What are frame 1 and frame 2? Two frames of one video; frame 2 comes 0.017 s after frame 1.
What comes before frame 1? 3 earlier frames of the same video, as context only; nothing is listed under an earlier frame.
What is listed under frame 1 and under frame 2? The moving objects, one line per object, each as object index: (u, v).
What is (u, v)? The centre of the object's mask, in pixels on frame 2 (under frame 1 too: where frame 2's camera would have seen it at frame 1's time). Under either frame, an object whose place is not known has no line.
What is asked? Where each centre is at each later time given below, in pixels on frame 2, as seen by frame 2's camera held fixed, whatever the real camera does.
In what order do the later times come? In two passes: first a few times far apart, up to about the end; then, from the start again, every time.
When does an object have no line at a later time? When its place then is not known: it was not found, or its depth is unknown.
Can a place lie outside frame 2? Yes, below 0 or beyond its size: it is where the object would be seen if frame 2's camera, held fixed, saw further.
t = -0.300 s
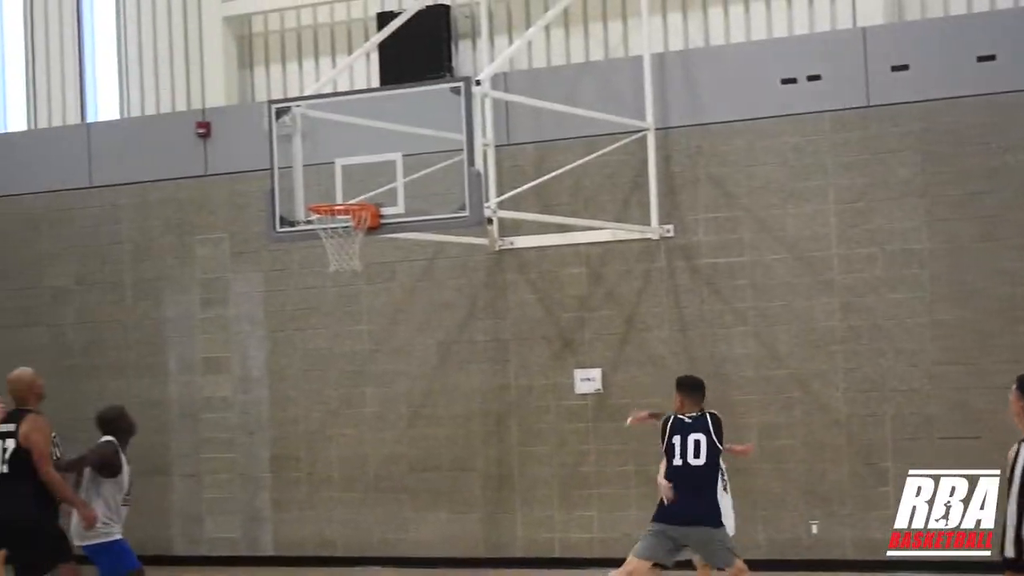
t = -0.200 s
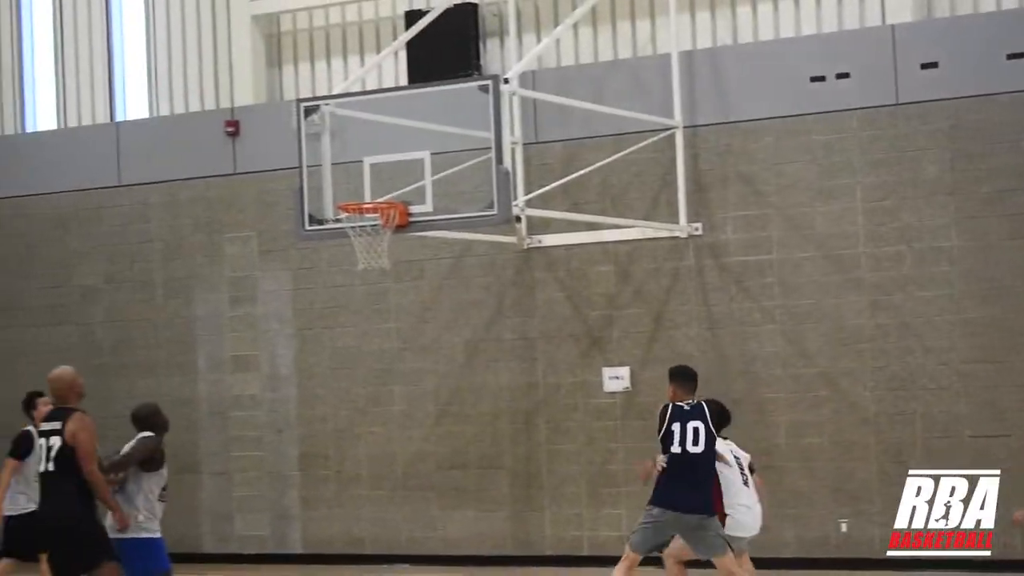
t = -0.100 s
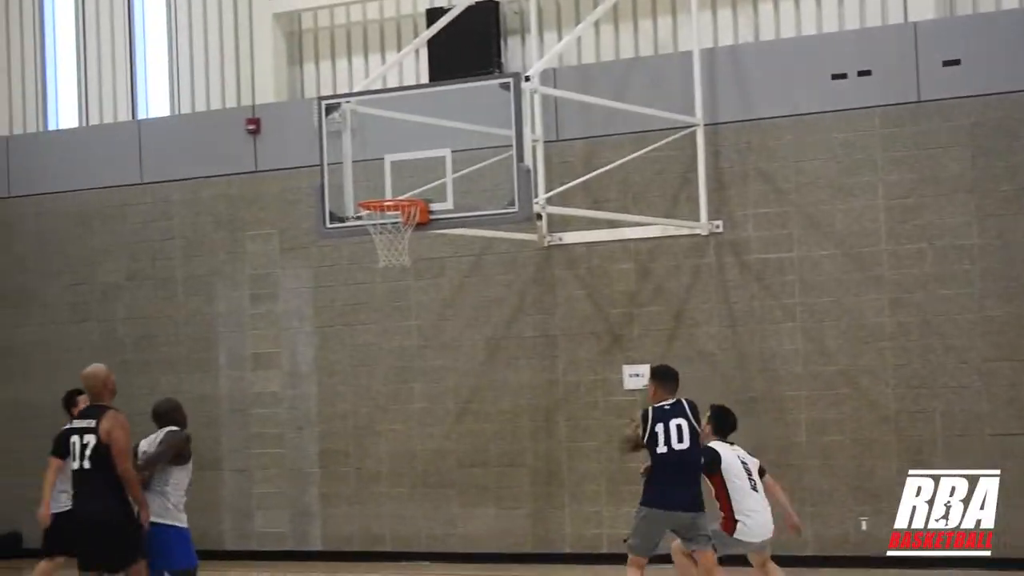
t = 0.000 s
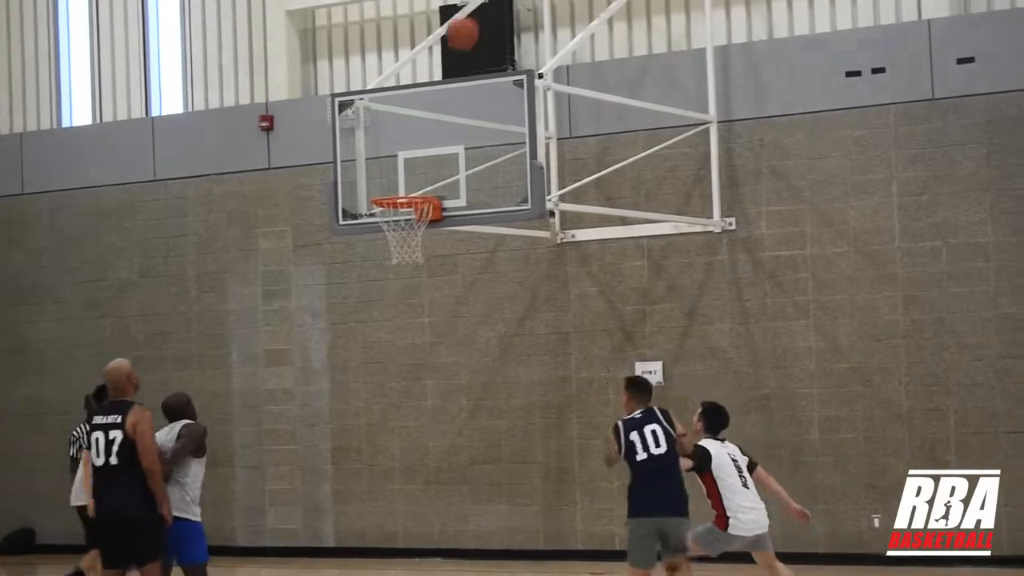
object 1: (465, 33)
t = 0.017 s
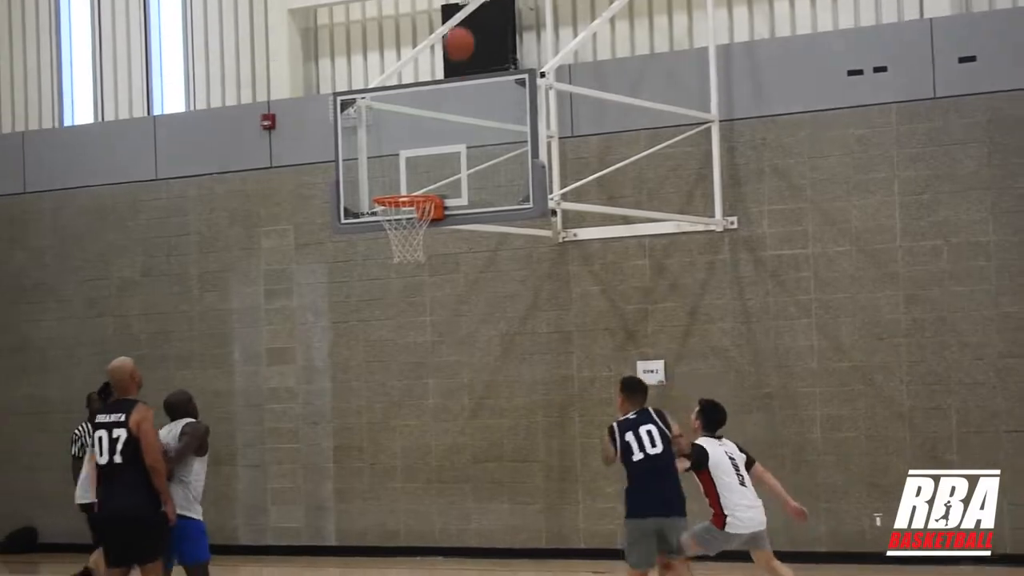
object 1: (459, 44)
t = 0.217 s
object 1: (399, 203)
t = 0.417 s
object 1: (420, 223)
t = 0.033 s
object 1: (453, 56)
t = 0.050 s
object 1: (447, 69)
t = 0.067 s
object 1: (442, 82)
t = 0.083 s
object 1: (436, 95)
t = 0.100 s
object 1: (431, 108)
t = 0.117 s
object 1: (426, 121)
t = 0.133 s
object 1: (420, 135)
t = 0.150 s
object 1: (415, 148)
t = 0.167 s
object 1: (410, 163)
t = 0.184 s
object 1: (405, 177)
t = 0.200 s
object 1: (400, 187)
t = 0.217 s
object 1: (399, 203)
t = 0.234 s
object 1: (400, 214)
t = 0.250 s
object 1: (402, 218)
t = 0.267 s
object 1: (409, 228)
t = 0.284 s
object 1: (411, 233)
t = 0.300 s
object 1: (415, 232)
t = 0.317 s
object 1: (416, 231)
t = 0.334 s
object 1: (416, 231)
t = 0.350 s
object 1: (418, 229)
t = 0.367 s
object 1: (418, 227)
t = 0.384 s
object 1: (419, 225)
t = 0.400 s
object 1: (420, 224)
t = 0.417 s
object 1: (420, 223)
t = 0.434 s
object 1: (421, 221)
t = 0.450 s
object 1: (421, 221)
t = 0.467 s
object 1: (422, 221)
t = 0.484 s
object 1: (423, 221)
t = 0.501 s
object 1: (423, 222)
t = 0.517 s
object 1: (424, 223)
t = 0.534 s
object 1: (425, 225)
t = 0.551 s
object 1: (426, 226)
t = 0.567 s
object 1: (427, 230)
